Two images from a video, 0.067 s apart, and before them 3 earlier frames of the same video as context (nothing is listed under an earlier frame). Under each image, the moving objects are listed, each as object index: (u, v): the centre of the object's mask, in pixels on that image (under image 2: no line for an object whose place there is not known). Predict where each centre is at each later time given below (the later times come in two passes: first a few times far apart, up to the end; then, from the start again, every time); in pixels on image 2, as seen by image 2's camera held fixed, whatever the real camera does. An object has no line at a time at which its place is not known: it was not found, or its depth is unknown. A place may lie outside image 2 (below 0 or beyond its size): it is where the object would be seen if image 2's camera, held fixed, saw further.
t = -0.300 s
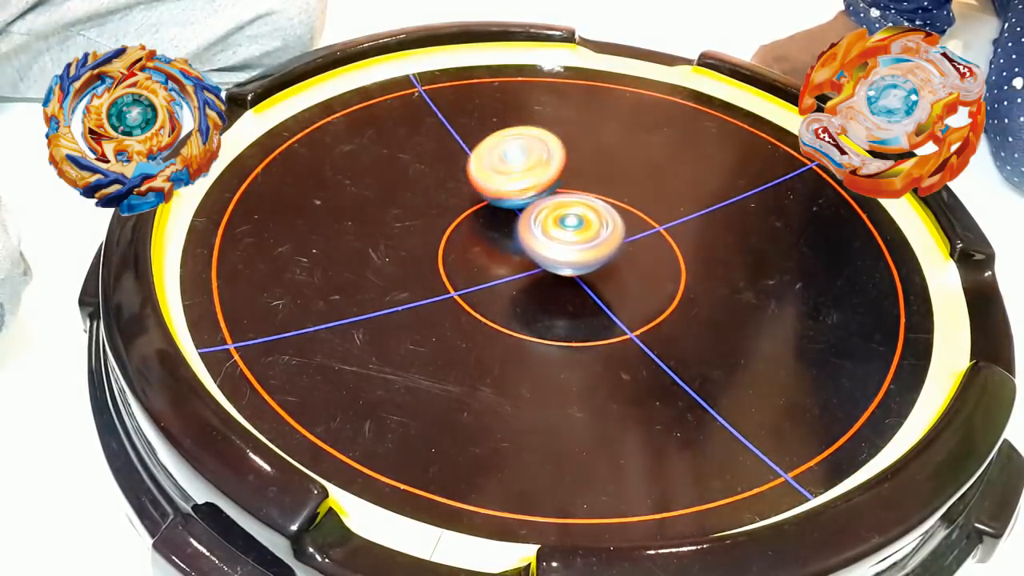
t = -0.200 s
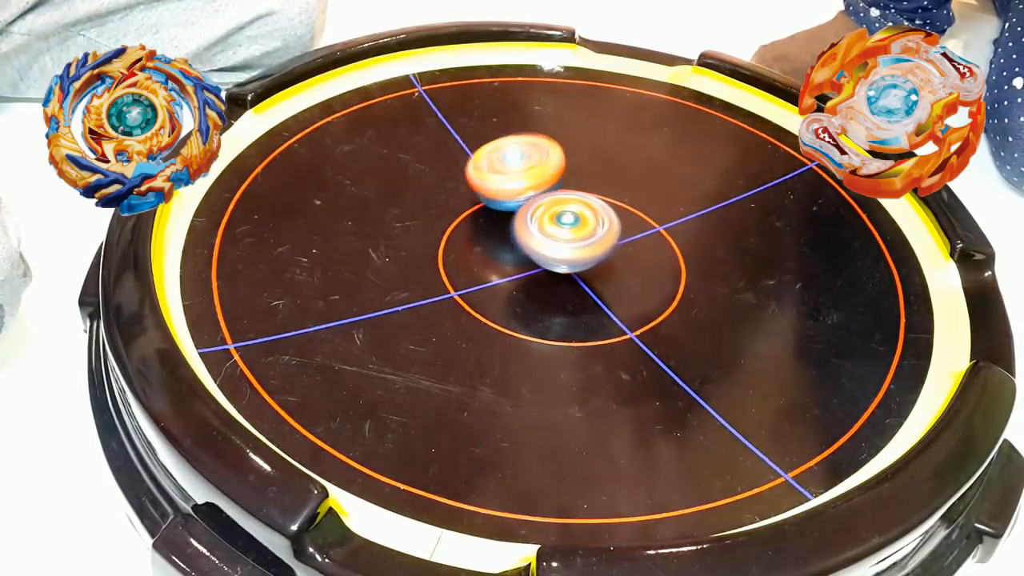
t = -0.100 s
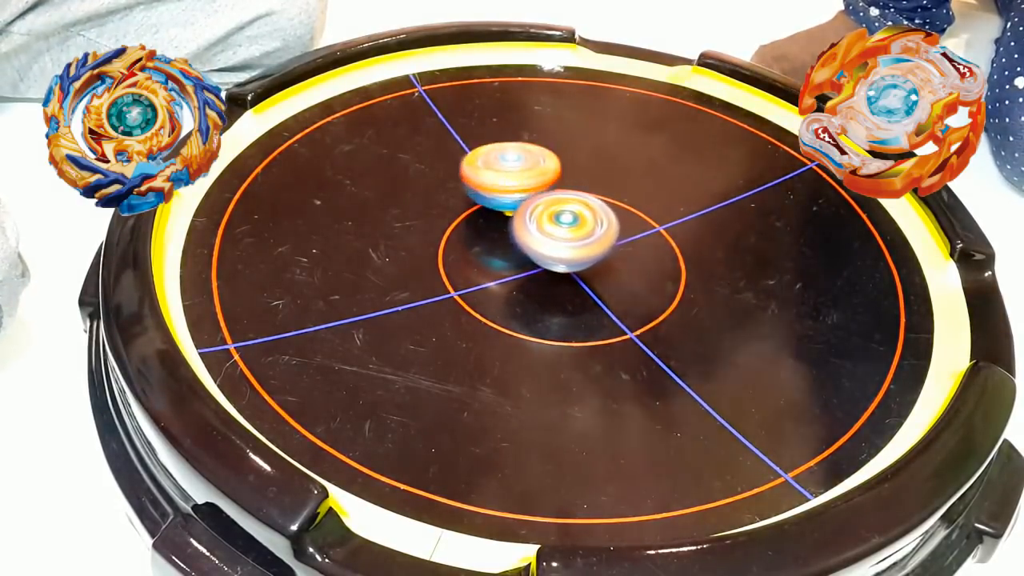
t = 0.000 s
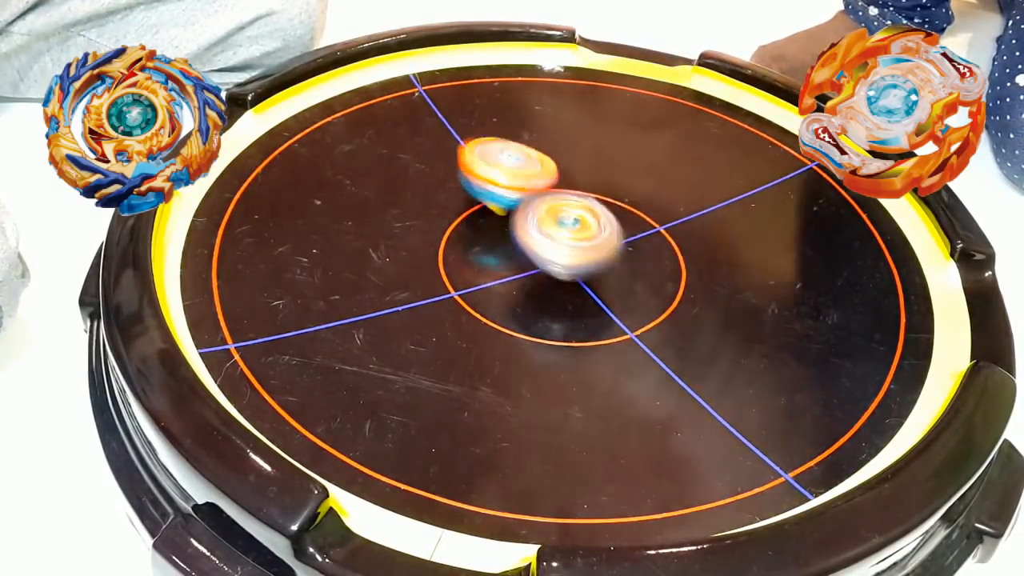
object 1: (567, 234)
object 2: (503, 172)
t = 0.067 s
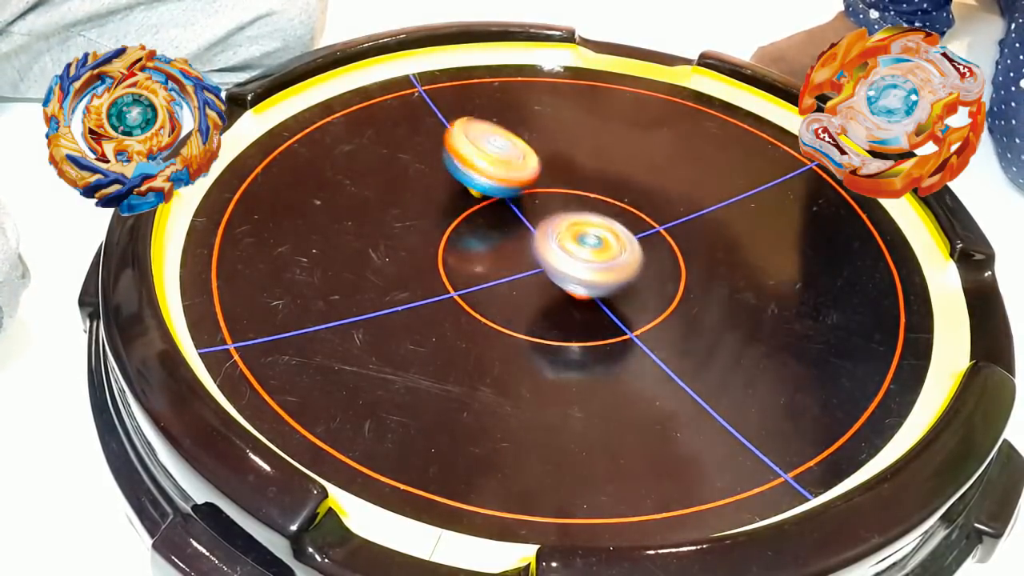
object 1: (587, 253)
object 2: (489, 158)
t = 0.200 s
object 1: (599, 265)
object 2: (475, 135)
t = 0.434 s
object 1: (614, 272)
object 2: (499, 123)
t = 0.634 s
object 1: (627, 271)
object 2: (532, 147)
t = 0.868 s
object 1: (628, 260)
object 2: (530, 203)
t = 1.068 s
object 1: (615, 250)
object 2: (477, 237)
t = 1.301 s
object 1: (584, 240)
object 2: (409, 238)
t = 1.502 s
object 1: (562, 240)
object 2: (413, 226)
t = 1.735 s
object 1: (568, 250)
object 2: (447, 224)
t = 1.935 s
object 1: (577, 255)
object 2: (453, 237)
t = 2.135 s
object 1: (587, 252)
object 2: (455, 241)
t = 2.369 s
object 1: (592, 240)
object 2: (459, 247)
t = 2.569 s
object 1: (586, 229)
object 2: (464, 253)
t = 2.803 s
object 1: (572, 220)
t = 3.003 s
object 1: (557, 220)
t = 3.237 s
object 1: (555, 219)
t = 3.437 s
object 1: (562, 221)
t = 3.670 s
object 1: (556, 220)
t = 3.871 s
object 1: (557, 219)
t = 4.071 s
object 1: (553, 213)
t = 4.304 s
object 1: (545, 212)
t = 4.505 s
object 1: (545, 214)
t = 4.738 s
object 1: (554, 217)
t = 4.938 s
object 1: (562, 216)
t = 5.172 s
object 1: (569, 211)
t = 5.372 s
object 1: (569, 209)
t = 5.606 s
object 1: (567, 208)
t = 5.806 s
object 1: (564, 211)
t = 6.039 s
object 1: (567, 215)
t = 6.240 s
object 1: (569, 212)
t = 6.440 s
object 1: (573, 208)
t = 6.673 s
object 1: (572, 202)
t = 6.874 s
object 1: (567, 206)
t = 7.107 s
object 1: (566, 209)
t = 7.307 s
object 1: (568, 210)
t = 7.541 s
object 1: (570, 210)
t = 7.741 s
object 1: (569, 207)
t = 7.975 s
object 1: (562, 209)
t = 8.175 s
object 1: (558, 209)
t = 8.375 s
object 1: (560, 209)
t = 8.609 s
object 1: (559, 210)
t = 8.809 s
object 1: (563, 211)
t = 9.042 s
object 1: (562, 209)
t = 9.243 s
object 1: (557, 209)
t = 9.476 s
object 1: (558, 207)
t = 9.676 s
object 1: (555, 206)
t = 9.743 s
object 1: (555, 206)
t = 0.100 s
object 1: (592, 258)
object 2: (482, 151)
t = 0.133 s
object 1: (595, 261)
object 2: (478, 145)
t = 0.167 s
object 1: (597, 263)
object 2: (476, 140)
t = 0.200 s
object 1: (599, 265)
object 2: (475, 135)
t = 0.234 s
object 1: (600, 267)
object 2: (476, 131)
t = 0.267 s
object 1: (602, 268)
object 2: (478, 128)
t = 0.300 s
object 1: (604, 269)
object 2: (481, 125)
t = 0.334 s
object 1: (606, 270)
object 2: (485, 125)
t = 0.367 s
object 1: (609, 271)
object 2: (489, 124)
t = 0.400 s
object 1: (612, 271)
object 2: (493, 123)
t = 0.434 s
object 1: (614, 272)
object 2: (499, 123)
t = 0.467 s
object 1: (616, 273)
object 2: (503, 125)
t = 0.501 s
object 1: (618, 273)
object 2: (509, 127)
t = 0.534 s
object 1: (620, 272)
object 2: (516, 131)
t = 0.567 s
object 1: (625, 273)
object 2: (521, 136)
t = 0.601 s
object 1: (626, 272)
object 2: (528, 141)
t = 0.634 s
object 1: (627, 271)
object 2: (532, 147)
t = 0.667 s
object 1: (629, 270)
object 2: (536, 154)
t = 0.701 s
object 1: (629, 269)
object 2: (539, 162)
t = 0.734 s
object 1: (630, 267)
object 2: (540, 170)
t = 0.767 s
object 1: (630, 266)
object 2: (539, 179)
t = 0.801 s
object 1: (630, 264)
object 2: (537, 187)
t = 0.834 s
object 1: (629, 262)
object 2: (535, 194)
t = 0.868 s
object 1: (628, 260)
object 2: (530, 203)
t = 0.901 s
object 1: (626, 258)
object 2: (524, 210)
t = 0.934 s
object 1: (625, 257)
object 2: (517, 217)
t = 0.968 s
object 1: (623, 255)
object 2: (509, 224)
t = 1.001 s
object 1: (621, 253)
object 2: (500, 229)
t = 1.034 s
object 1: (618, 251)
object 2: (490, 233)
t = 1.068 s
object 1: (615, 250)
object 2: (477, 237)
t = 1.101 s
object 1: (612, 248)
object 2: (464, 240)
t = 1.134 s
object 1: (604, 244)
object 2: (452, 241)
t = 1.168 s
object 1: (600, 243)
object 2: (441, 242)
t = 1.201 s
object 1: (597, 242)
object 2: (430, 243)
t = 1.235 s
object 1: (592, 241)
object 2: (422, 242)
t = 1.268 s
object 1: (588, 241)
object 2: (415, 240)
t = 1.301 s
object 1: (584, 240)
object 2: (409, 238)
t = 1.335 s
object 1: (580, 239)
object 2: (407, 235)
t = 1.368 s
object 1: (576, 239)
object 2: (406, 234)
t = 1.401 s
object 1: (573, 239)
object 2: (407, 232)
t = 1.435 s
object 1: (569, 239)
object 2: (408, 230)
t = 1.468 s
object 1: (566, 240)
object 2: (410, 229)
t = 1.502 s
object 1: (562, 240)
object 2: (413, 226)
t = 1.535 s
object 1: (559, 241)
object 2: (418, 225)
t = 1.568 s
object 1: (556, 242)
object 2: (424, 224)
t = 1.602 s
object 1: (553, 243)
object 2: (431, 224)
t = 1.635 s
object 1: (551, 245)
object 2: (439, 224)
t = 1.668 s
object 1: (558, 247)
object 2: (439, 223)
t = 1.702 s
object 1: (565, 249)
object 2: (444, 223)
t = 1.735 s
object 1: (568, 250)
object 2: (447, 224)
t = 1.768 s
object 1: (569, 251)
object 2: (448, 227)
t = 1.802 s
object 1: (570, 252)
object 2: (448, 229)
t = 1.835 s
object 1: (572, 253)
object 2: (452, 231)
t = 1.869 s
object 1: (573, 254)
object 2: (453, 233)
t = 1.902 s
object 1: (575, 254)
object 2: (453, 235)
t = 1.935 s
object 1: (577, 255)
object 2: (453, 237)
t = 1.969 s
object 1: (579, 255)
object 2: (454, 238)
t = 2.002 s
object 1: (581, 255)
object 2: (453, 239)
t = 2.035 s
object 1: (582, 254)
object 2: (452, 240)
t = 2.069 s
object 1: (584, 254)
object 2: (453, 241)
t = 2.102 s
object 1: (585, 253)
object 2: (453, 241)
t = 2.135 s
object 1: (587, 252)
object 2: (455, 241)
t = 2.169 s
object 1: (589, 251)
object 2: (458, 242)
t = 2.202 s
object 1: (591, 250)
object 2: (462, 245)
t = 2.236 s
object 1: (592, 248)
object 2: (463, 246)
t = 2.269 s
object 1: (593, 246)
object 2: (462, 248)
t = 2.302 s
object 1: (593, 244)
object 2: (460, 247)
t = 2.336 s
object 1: (592, 242)
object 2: (459, 247)
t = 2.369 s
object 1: (592, 240)
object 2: (459, 247)
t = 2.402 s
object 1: (591, 239)
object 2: (460, 247)
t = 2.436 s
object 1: (590, 237)
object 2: (461, 248)
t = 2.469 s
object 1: (589, 235)
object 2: (461, 250)
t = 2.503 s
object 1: (588, 233)
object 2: (463, 251)
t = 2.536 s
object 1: (587, 231)
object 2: (464, 252)
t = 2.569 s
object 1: (586, 229)
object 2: (464, 253)
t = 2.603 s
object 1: (585, 228)
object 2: (465, 254)
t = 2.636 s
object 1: (583, 226)
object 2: (465, 256)
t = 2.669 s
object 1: (582, 225)
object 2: (464, 256)
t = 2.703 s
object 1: (580, 223)
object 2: (464, 256)
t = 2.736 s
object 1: (578, 222)
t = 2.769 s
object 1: (576, 221)
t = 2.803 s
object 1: (572, 220)
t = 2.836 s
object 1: (569, 219)
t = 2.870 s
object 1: (566, 219)
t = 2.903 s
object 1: (563, 219)
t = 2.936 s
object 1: (562, 218)
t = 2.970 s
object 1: (559, 219)
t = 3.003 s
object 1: (557, 220)
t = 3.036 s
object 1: (557, 219)
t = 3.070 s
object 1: (558, 217)
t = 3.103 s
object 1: (558, 216)
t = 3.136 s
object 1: (557, 216)
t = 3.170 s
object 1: (556, 217)
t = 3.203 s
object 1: (555, 217)
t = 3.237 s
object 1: (555, 219)
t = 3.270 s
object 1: (556, 220)
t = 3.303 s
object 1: (556, 221)
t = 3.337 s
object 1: (557, 223)
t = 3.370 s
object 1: (559, 223)
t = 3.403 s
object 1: (561, 221)
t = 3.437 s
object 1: (562, 221)
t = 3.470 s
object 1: (562, 221)
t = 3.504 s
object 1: (560, 221)
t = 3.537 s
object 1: (561, 221)
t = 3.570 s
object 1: (562, 221)
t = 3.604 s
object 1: (560, 221)
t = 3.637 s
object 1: (557, 220)
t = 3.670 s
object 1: (556, 220)
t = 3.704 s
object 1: (556, 219)
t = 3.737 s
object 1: (557, 218)
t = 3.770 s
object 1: (556, 218)
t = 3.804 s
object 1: (556, 219)
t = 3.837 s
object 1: (557, 219)
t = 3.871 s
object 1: (557, 219)
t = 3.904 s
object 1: (557, 218)
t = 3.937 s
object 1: (556, 217)
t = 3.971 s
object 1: (555, 217)
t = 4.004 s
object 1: (555, 215)
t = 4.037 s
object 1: (554, 214)
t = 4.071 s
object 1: (553, 213)
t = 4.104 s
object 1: (551, 213)
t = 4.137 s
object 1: (550, 212)
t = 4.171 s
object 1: (549, 212)
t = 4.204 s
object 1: (547, 212)
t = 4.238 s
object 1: (547, 212)
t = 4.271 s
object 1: (546, 212)
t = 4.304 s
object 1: (545, 212)
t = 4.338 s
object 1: (545, 212)
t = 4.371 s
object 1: (544, 212)
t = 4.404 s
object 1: (544, 212)
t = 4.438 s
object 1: (544, 212)
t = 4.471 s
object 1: (544, 213)
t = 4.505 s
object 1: (545, 214)
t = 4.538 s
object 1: (546, 214)
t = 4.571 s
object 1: (547, 214)
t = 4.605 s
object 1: (547, 215)
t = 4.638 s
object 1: (548, 216)
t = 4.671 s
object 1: (549, 217)
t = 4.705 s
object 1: (551, 217)
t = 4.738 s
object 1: (554, 217)
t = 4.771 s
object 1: (555, 217)
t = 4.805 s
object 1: (557, 217)
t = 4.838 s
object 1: (558, 217)
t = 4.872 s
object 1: (560, 217)
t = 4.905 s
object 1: (560, 217)
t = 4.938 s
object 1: (562, 216)
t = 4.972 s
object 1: (564, 215)
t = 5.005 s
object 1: (566, 214)
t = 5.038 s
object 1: (567, 213)
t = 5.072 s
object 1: (567, 212)
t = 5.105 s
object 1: (568, 212)
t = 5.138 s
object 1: (568, 211)
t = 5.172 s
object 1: (569, 211)
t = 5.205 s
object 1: (569, 211)
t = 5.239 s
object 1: (569, 210)
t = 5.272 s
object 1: (569, 210)
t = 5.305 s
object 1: (569, 209)
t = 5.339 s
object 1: (569, 209)
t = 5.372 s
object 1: (569, 209)
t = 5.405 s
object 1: (569, 208)
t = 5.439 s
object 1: (568, 208)
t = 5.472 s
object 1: (568, 208)
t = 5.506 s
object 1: (568, 207)
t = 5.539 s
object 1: (567, 207)
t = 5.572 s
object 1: (567, 207)
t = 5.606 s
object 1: (567, 208)
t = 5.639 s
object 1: (567, 208)
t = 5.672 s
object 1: (566, 208)
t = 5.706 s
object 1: (566, 209)
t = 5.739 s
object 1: (565, 209)
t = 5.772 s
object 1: (564, 210)
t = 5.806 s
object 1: (564, 211)
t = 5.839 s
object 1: (565, 211)
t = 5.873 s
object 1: (565, 212)
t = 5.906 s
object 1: (565, 212)
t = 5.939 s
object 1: (566, 213)
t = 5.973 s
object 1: (566, 213)
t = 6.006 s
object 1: (567, 214)
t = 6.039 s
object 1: (567, 215)
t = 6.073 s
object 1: (568, 215)
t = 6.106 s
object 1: (569, 216)
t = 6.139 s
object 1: (570, 216)
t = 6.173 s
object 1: (570, 215)
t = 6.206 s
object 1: (569, 213)
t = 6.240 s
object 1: (569, 212)
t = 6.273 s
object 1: (570, 212)
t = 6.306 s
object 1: (571, 211)
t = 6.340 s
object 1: (572, 211)
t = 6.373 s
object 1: (572, 210)
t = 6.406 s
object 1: (573, 209)
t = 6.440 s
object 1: (573, 208)
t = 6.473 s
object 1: (574, 207)
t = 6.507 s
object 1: (574, 206)
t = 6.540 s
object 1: (574, 205)
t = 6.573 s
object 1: (574, 204)
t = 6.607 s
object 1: (574, 203)
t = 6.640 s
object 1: (573, 203)
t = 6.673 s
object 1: (572, 202)
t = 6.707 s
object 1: (570, 203)
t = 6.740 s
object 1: (570, 203)
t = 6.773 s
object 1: (569, 203)
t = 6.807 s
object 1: (568, 204)
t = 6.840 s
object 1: (567, 205)
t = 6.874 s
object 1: (567, 206)
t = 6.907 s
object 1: (567, 207)
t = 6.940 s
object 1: (567, 208)
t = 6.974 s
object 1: (566, 209)
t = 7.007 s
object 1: (566, 209)
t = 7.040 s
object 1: (566, 209)
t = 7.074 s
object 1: (566, 208)
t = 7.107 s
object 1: (566, 209)
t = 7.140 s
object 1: (566, 209)
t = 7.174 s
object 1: (567, 210)
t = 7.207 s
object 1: (567, 211)
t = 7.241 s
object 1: (568, 211)
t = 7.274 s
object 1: (568, 210)
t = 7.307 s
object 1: (568, 210)
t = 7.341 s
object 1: (568, 211)
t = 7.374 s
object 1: (568, 211)
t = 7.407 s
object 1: (568, 210)
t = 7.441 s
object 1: (568, 210)
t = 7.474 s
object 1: (569, 210)
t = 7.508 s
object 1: (570, 210)
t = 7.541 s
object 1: (570, 210)
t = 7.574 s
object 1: (570, 209)
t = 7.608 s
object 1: (570, 209)
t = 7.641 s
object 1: (570, 209)
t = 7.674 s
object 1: (570, 208)
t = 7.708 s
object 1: (569, 208)
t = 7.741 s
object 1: (569, 207)
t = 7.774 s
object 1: (569, 206)
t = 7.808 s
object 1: (569, 207)
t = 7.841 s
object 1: (568, 206)
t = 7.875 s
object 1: (567, 206)
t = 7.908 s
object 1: (566, 207)
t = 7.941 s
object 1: (565, 208)
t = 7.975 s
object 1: (562, 209)
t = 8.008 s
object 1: (561, 209)
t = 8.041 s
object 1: (559, 209)
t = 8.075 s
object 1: (558, 209)
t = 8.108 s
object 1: (558, 209)
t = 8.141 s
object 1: (557, 209)
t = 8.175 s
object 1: (558, 209)
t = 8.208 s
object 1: (558, 208)
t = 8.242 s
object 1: (558, 208)
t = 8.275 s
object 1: (558, 208)
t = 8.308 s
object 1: (560, 208)
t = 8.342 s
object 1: (560, 208)
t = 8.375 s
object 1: (560, 209)
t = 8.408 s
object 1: (561, 210)
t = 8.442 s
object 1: (562, 211)
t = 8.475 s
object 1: (563, 211)
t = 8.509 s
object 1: (563, 211)
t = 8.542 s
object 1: (561, 210)
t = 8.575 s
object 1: (559, 210)
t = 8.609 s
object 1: (559, 210)
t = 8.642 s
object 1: (559, 211)
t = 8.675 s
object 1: (561, 211)
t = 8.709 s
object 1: (562, 211)
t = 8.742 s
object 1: (562, 212)
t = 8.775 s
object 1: (563, 212)
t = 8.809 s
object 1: (563, 211)
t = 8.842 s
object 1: (564, 212)
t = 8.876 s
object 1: (563, 211)
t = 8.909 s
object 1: (562, 210)
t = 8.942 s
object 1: (562, 210)
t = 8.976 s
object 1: (562, 209)
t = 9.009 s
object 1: (562, 209)
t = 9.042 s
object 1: (562, 209)
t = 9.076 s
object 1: (562, 209)
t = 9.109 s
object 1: (561, 209)
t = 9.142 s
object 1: (561, 209)
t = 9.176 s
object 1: (559, 209)
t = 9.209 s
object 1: (558, 209)
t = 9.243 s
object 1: (557, 209)
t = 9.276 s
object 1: (556, 209)
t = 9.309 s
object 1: (557, 208)
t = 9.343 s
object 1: (557, 207)
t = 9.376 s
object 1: (558, 206)
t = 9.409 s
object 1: (558, 205)
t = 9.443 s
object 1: (557, 206)
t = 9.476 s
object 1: (558, 207)
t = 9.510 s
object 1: (559, 208)
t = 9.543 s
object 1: (558, 208)
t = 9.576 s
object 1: (554, 207)
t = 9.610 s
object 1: (553, 208)
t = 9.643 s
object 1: (554, 208)
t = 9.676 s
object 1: (555, 206)
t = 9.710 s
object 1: (556, 206)
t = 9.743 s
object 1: (555, 206)
